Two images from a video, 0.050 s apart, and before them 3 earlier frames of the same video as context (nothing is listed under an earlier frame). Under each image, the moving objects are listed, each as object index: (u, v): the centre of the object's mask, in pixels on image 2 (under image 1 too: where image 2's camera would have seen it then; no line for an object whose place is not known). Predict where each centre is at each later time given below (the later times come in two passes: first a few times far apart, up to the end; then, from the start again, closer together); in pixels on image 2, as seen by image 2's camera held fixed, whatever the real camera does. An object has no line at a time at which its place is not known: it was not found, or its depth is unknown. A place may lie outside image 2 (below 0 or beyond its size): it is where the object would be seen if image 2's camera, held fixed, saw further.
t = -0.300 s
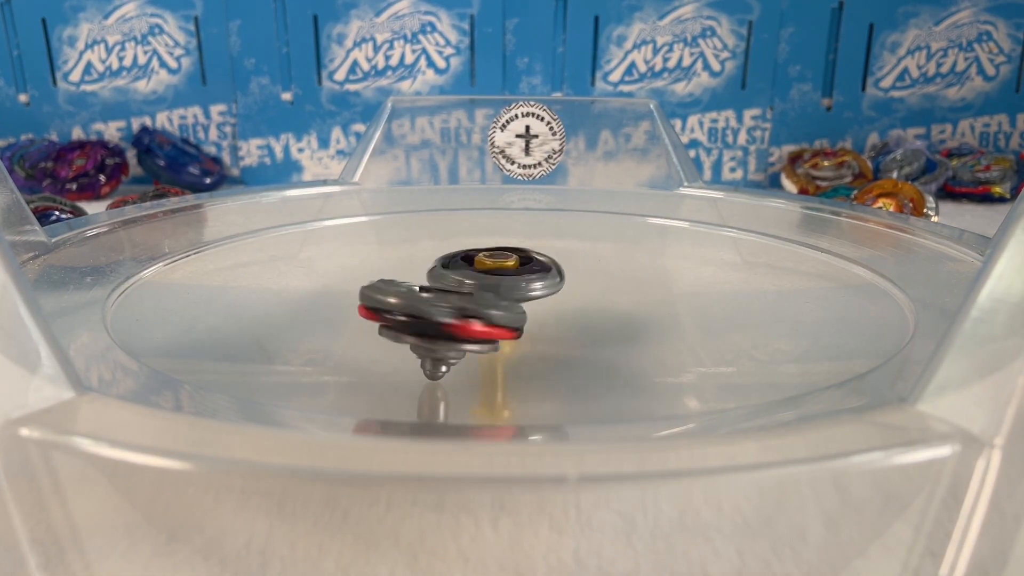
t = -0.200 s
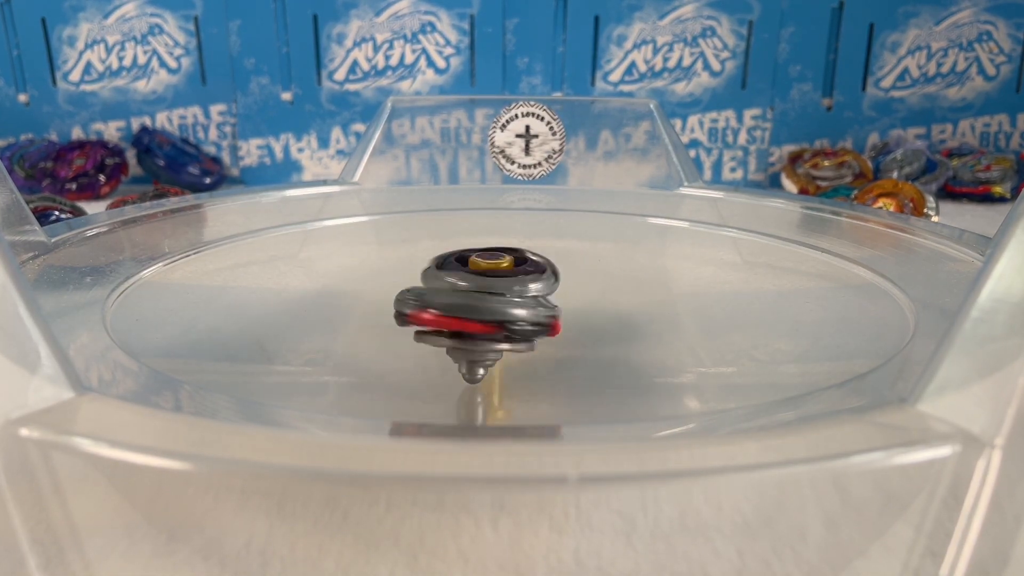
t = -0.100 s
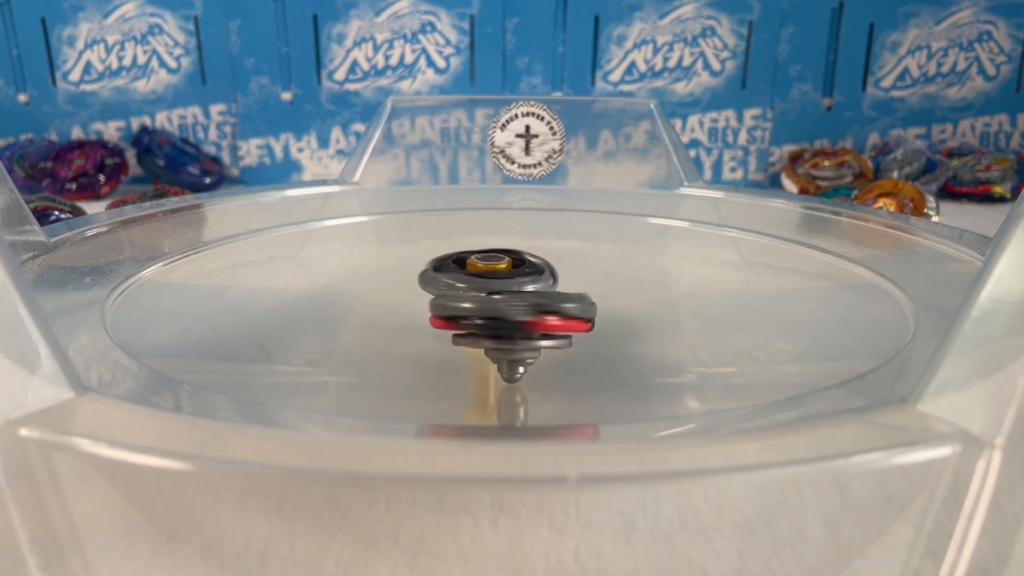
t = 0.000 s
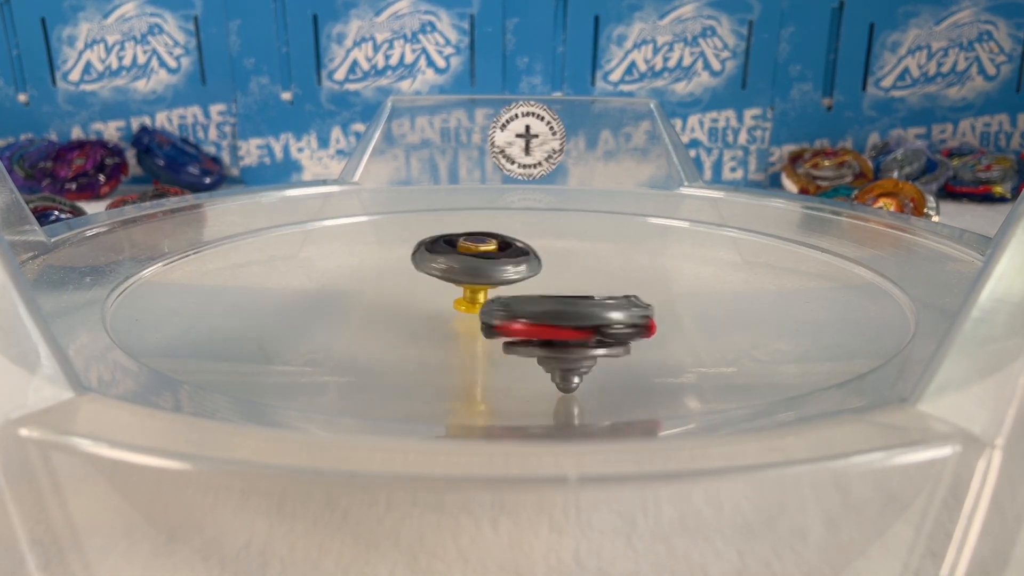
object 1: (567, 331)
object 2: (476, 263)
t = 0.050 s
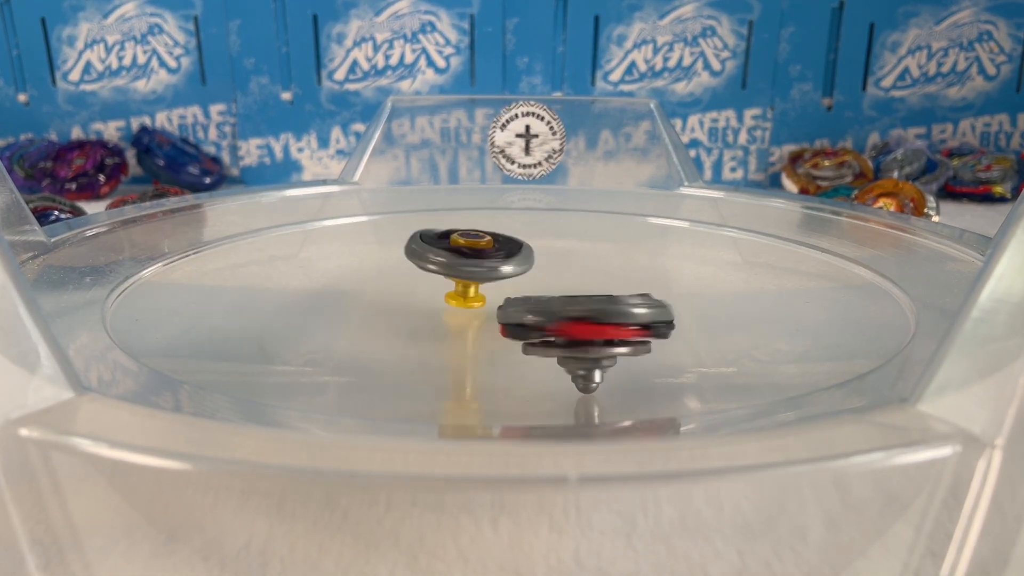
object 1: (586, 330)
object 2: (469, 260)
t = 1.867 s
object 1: (360, 290)
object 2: (551, 286)
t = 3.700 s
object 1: (557, 250)
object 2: (339, 321)
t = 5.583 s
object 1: (585, 270)
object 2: (454, 294)
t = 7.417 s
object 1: (421, 290)
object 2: (570, 289)
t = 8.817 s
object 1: (592, 290)
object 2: (416, 288)
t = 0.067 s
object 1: (591, 330)
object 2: (466, 259)
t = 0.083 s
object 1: (598, 329)
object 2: (464, 258)
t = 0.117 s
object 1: (604, 328)
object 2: (462, 257)
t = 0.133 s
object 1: (609, 328)
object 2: (460, 258)
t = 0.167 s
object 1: (615, 326)
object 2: (455, 257)
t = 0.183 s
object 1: (617, 325)
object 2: (453, 257)
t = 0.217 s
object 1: (625, 323)
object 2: (450, 257)
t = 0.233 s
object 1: (625, 322)
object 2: (450, 257)
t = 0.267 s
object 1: (630, 320)
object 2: (447, 258)
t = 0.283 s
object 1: (631, 318)
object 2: (445, 258)
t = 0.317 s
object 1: (632, 316)
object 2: (443, 258)
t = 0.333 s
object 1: (635, 315)
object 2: (443, 259)
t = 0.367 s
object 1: (633, 312)
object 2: (443, 262)
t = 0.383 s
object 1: (634, 310)
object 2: (442, 262)
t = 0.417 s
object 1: (632, 308)
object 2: (441, 264)
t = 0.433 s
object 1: (631, 307)
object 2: (443, 264)
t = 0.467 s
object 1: (630, 303)
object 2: (447, 267)
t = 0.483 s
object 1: (628, 301)
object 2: (448, 268)
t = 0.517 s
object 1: (626, 298)
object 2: (449, 270)
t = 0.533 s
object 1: (624, 297)
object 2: (451, 271)
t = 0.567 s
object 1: (620, 293)
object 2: (457, 274)
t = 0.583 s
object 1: (617, 292)
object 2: (460, 275)
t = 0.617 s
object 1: (611, 288)
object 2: (464, 278)
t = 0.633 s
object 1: (609, 287)
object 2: (466, 279)
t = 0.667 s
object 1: (628, 282)
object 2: (443, 276)
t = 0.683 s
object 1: (637, 280)
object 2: (433, 277)
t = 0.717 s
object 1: (647, 277)
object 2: (414, 276)
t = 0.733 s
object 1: (649, 276)
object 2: (406, 276)
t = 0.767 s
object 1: (647, 275)
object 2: (397, 278)
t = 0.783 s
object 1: (643, 273)
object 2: (396, 278)
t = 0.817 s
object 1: (635, 272)
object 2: (396, 281)
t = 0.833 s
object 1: (630, 271)
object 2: (396, 283)
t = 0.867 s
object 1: (620, 270)
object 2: (396, 285)
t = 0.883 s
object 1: (614, 270)
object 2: (396, 286)
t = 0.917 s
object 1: (604, 269)
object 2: (400, 288)
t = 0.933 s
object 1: (598, 269)
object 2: (404, 290)
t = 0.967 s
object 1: (587, 268)
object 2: (408, 293)
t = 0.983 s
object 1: (581, 267)
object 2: (410, 293)
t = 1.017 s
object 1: (569, 266)
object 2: (415, 296)
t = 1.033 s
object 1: (563, 266)
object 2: (419, 297)
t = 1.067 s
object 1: (554, 265)
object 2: (429, 299)
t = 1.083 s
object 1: (549, 264)
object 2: (433, 301)
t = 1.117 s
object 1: (540, 261)
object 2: (440, 302)
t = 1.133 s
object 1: (534, 260)
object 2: (444, 303)
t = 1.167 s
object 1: (524, 256)
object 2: (454, 304)
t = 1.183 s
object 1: (518, 254)
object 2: (460, 304)
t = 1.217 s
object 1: (502, 251)
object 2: (470, 306)
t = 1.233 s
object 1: (494, 250)
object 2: (474, 306)
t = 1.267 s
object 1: (480, 250)
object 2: (482, 307)
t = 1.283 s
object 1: (472, 250)
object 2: (488, 307)
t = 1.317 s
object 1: (455, 253)
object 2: (500, 306)
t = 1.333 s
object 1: (450, 254)
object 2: (505, 306)
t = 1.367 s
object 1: (439, 257)
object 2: (512, 306)
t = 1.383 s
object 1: (434, 258)
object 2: (515, 305)
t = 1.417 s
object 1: (424, 262)
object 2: (523, 304)
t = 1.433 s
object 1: (421, 262)
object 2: (528, 303)
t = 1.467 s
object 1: (414, 265)
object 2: (535, 303)
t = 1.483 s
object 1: (411, 266)
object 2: (537, 303)
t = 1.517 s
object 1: (402, 267)
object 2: (541, 301)
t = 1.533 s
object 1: (399, 268)
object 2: (543, 300)
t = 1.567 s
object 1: (391, 270)
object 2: (548, 298)
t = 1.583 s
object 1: (387, 270)
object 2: (551, 298)
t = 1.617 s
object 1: (380, 272)
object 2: (553, 297)
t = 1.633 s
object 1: (377, 272)
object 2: (554, 296)
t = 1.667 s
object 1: (372, 275)
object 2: (554, 294)
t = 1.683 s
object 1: (369, 276)
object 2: (554, 293)
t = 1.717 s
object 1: (365, 278)
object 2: (557, 292)
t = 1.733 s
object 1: (363, 279)
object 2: (557, 291)
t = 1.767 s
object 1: (361, 282)
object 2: (555, 290)
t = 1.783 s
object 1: (360, 282)
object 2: (554, 289)
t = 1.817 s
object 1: (359, 286)
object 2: (552, 288)
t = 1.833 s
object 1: (359, 286)
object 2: (552, 287)
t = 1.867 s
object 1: (360, 290)
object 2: (551, 286)
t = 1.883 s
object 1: (361, 291)
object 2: (550, 286)
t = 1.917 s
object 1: (364, 294)
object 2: (545, 285)
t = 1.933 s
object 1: (366, 295)
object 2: (543, 285)
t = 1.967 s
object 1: (371, 298)
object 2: (539, 283)
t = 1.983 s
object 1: (373, 300)
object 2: (538, 283)
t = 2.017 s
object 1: (380, 303)
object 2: (535, 283)
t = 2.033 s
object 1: (383, 304)
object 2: (532, 283)
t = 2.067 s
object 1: (391, 307)
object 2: (526, 282)
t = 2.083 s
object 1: (396, 308)
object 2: (524, 283)
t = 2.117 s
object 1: (405, 311)
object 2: (521, 282)
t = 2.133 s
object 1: (410, 312)
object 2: (520, 282)
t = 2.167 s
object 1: (421, 314)
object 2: (517, 282)
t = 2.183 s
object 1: (428, 315)
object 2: (515, 280)
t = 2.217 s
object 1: (429, 318)
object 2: (517, 276)
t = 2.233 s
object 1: (430, 320)
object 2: (521, 275)
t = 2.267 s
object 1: (436, 324)
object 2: (528, 270)
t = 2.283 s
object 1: (443, 324)
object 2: (531, 267)
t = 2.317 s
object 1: (453, 325)
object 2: (533, 266)
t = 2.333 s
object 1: (462, 326)
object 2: (531, 263)
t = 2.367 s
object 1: (472, 327)
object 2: (527, 261)
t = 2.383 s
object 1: (481, 327)
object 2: (526, 261)
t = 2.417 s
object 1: (491, 327)
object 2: (523, 259)
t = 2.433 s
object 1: (498, 326)
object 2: (522, 259)
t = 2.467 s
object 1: (510, 325)
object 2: (520, 259)
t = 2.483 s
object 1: (516, 325)
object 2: (518, 259)
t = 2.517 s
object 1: (528, 324)
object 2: (514, 259)
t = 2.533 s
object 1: (532, 323)
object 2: (511, 259)
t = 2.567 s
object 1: (544, 322)
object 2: (508, 259)
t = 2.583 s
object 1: (546, 321)
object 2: (507, 259)
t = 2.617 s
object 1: (557, 319)
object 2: (505, 260)
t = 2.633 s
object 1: (560, 318)
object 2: (504, 260)
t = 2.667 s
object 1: (569, 315)
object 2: (499, 263)
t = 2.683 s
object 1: (572, 314)
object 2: (497, 264)
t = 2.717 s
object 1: (580, 311)
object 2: (494, 267)
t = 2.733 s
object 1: (583, 309)
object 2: (493, 268)
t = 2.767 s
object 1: (588, 306)
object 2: (493, 270)
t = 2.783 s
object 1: (592, 304)
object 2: (492, 271)
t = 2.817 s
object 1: (605, 300)
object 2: (481, 268)
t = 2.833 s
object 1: (617, 298)
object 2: (469, 268)
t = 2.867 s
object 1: (636, 297)
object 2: (444, 262)
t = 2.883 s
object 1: (643, 300)
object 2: (434, 261)
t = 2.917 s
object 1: (650, 297)
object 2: (417, 258)
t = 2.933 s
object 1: (650, 299)
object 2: (411, 258)
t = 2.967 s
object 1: (649, 296)
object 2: (402, 259)
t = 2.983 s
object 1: (646, 295)
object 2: (398, 260)
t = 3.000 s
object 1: (644, 295)
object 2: (394, 261)
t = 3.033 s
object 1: (635, 292)
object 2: (388, 263)
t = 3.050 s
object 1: (629, 292)
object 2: (386, 264)
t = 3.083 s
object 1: (621, 289)
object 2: (383, 266)
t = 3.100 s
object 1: (616, 287)
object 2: (383, 267)
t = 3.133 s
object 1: (605, 285)
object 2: (384, 270)
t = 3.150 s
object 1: (600, 284)
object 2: (384, 272)
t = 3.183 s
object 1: (589, 282)
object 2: (384, 274)
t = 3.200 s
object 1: (584, 281)
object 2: (385, 275)
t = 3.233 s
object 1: (573, 279)
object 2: (388, 278)
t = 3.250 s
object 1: (567, 278)
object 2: (391, 280)
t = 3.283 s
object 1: (556, 276)
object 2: (398, 282)
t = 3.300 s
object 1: (551, 274)
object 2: (401, 284)
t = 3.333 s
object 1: (541, 272)
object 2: (408, 287)
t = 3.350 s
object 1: (537, 271)
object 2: (410, 287)
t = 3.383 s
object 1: (551, 261)
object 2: (377, 293)
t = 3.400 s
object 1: (563, 258)
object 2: (355, 295)
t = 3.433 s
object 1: (578, 249)
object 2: (318, 298)
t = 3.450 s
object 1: (585, 246)
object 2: (304, 300)
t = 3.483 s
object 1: (591, 241)
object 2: (288, 302)
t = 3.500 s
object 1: (592, 240)
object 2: (286, 304)
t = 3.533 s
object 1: (591, 239)
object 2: (289, 307)
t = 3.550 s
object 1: (590, 239)
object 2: (292, 310)
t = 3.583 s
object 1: (584, 241)
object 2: (299, 313)
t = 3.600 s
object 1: (580, 242)
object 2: (303, 313)
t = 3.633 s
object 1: (572, 244)
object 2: (313, 316)
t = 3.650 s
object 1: (569, 245)
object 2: (320, 318)
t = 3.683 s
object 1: (562, 248)
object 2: (332, 320)
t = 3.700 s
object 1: (557, 250)
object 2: (339, 321)
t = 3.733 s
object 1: (549, 254)
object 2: (353, 323)
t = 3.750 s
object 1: (546, 255)
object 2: (361, 324)
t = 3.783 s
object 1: (538, 258)
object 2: (378, 324)
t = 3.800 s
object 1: (533, 260)
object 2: (386, 325)
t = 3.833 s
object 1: (525, 264)
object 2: (400, 326)
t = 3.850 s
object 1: (521, 265)
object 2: (406, 326)
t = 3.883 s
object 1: (514, 267)
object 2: (418, 326)
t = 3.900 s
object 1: (510, 268)
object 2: (425, 326)
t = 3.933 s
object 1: (504, 269)
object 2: (437, 325)
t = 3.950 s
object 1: (500, 269)
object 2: (443, 325)
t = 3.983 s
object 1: (493, 269)
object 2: (455, 324)
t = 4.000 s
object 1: (490, 269)
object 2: (461, 323)
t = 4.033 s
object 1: (481, 269)
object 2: (472, 321)
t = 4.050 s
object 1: (476, 268)
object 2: (476, 326)
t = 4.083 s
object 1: (472, 263)
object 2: (487, 333)
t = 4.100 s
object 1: (474, 261)
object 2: (493, 335)
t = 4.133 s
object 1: (473, 258)
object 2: (507, 338)
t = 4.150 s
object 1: (471, 258)
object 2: (515, 339)
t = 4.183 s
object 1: (469, 253)
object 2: (531, 339)
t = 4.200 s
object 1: (468, 254)
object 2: (538, 338)
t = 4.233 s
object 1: (470, 254)
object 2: (551, 337)
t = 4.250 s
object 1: (473, 256)
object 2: (557, 337)
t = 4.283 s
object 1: (478, 258)
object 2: (568, 335)
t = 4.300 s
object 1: (480, 259)
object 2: (572, 334)
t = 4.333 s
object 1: (488, 263)
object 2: (580, 333)
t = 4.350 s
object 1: (493, 264)
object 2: (583, 331)
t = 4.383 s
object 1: (501, 267)
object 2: (588, 329)
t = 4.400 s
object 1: (503, 267)
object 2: (590, 328)
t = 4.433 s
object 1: (509, 269)
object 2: (594, 325)
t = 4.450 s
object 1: (513, 269)
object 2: (594, 323)
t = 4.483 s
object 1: (519, 270)
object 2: (595, 320)
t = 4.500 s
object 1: (521, 270)
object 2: (596, 319)
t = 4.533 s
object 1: (526, 271)
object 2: (595, 316)
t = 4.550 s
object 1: (530, 271)
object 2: (595, 316)
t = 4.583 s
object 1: (534, 267)
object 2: (611, 321)
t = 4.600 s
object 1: (536, 265)
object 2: (617, 323)
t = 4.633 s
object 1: (537, 262)
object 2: (625, 325)
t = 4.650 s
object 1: (535, 260)
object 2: (627, 325)
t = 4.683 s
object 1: (537, 258)
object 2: (631, 324)
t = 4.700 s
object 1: (541, 257)
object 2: (632, 324)
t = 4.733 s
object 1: (547, 256)
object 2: (634, 322)
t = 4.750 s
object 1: (550, 255)
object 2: (633, 321)
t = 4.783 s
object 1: (558, 253)
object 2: (633, 318)
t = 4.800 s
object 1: (562, 252)
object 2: (632, 317)
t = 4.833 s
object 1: (569, 251)
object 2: (630, 315)
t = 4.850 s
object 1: (573, 250)
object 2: (628, 314)
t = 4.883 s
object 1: (579, 249)
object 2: (624, 311)
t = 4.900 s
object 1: (582, 249)
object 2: (622, 310)
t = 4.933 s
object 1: (589, 248)
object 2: (616, 308)
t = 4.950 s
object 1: (592, 248)
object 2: (613, 307)
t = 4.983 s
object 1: (597, 248)
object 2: (606, 304)
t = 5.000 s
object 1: (600, 247)
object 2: (602, 303)
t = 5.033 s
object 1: (605, 247)
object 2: (594, 301)
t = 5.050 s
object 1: (606, 248)
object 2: (590, 300)
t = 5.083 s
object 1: (609, 248)
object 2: (580, 300)
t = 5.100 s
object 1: (612, 248)
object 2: (576, 300)
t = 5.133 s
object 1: (614, 249)
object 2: (565, 300)
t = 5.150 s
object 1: (614, 249)
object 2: (560, 300)
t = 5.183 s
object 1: (615, 250)
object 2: (550, 300)
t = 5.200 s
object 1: (616, 251)
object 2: (547, 299)
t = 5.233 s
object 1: (615, 254)
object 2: (537, 298)
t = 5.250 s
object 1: (615, 255)
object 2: (531, 298)
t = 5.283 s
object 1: (617, 255)
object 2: (513, 299)
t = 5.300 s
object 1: (615, 255)
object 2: (505, 300)
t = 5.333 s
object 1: (615, 255)
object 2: (494, 300)
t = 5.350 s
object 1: (615, 256)
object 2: (489, 300)
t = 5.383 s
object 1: (614, 257)
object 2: (481, 299)
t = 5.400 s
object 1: (613, 257)
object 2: (478, 299)
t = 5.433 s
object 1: (610, 259)
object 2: (472, 298)
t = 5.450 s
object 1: (608, 259)
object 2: (469, 297)
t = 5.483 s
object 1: (603, 262)
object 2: (465, 297)
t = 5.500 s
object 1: (600, 263)
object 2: (463, 296)
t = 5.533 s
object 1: (594, 265)
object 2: (459, 295)
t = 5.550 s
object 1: (592, 267)
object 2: (458, 295)
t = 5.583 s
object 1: (585, 270)
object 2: (454, 294)
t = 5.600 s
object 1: (582, 270)
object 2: (452, 293)
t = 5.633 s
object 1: (580, 272)
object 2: (444, 293)
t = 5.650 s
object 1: (593, 268)
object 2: (427, 290)
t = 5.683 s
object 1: (615, 265)
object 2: (396, 293)
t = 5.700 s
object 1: (621, 266)
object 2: (384, 292)
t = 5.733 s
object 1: (630, 263)
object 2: (366, 291)
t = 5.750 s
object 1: (634, 263)
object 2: (360, 291)
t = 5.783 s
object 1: (636, 264)
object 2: (353, 291)
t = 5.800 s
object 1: (638, 264)
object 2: (351, 290)
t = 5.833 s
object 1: (641, 266)
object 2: (351, 291)
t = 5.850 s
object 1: (641, 267)
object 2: (353, 291)
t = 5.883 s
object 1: (644, 269)
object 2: (356, 291)
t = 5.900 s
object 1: (643, 271)
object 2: (358, 291)
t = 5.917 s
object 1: (644, 272)
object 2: (361, 292)
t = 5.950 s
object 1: (642, 275)
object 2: (367, 292)
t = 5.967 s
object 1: (642, 276)
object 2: (370, 292)
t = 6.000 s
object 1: (640, 279)
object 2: (378, 292)
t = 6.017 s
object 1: (638, 280)
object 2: (383, 292)
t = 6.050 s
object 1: (634, 283)
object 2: (391, 292)
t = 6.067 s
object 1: (630, 284)
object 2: (396, 292)
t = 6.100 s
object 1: (625, 287)
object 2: (406, 292)
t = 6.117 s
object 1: (621, 289)
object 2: (412, 293)
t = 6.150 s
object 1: (614, 291)
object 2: (423, 292)
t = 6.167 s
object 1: (611, 293)
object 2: (428, 292)
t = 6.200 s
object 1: (602, 295)
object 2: (438, 291)
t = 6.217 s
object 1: (599, 297)
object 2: (443, 291)
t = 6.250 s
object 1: (606, 299)
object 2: (436, 288)
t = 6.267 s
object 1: (619, 300)
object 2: (424, 285)
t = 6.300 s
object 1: (634, 302)
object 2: (407, 281)
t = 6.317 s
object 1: (637, 302)
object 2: (401, 279)
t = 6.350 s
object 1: (638, 304)
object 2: (397, 277)
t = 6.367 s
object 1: (635, 306)
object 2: (398, 276)
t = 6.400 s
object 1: (633, 308)
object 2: (400, 276)
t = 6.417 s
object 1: (631, 309)
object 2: (403, 276)
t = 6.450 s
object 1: (627, 311)
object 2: (410, 276)
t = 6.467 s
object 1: (624, 312)
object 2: (414, 276)
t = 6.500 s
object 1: (617, 314)
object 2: (421, 276)
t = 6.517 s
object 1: (616, 315)
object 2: (425, 276)
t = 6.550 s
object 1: (608, 316)
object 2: (432, 276)
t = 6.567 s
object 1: (606, 317)
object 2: (436, 276)
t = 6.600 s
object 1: (597, 318)
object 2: (444, 277)
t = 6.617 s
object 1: (592, 319)
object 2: (449, 278)
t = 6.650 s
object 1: (583, 320)
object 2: (457, 279)
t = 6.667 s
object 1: (579, 320)
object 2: (459, 278)
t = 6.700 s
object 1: (570, 321)
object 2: (467, 278)
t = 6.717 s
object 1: (563, 321)
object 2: (469, 276)
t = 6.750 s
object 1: (554, 320)
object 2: (477, 272)
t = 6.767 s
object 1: (547, 321)
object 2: (483, 269)
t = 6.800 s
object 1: (537, 320)
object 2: (492, 267)
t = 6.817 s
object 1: (532, 320)
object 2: (495, 265)
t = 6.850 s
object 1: (523, 319)
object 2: (504, 263)
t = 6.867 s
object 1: (518, 320)
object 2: (510, 264)
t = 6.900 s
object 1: (509, 320)
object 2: (518, 263)
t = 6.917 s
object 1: (505, 320)
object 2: (523, 263)
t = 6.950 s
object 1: (494, 319)
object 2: (530, 264)
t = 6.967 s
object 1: (492, 318)
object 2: (534, 265)
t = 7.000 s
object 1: (481, 318)
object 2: (542, 267)
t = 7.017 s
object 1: (478, 317)
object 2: (545, 267)
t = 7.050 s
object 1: (468, 315)
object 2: (551, 271)
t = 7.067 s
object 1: (466, 314)
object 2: (552, 272)
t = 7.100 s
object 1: (458, 312)
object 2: (555, 275)
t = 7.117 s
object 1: (456, 311)
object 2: (556, 277)
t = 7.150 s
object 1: (449, 309)
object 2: (558, 279)
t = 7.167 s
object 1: (446, 308)
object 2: (560, 280)
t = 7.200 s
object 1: (440, 306)
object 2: (562, 281)
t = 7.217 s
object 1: (439, 304)
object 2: (564, 282)
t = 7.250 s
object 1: (433, 303)
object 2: (567, 284)
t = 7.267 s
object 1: (432, 301)
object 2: (569, 284)
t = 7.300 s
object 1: (428, 298)
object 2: (571, 284)
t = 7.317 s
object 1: (426, 297)
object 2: (571, 284)
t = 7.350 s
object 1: (424, 295)
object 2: (570, 285)
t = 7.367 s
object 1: (423, 293)
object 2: (571, 287)
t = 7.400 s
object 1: (422, 292)
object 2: (570, 288)
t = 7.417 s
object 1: (421, 290)
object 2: (570, 289)
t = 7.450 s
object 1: (421, 288)
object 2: (571, 290)
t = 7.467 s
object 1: (420, 286)
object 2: (572, 291)
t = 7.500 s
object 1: (421, 285)
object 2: (572, 292)
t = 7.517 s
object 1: (421, 283)
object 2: (572, 293)
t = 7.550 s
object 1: (423, 281)
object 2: (571, 294)
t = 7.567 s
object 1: (423, 280)
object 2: (571, 294)
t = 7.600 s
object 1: (426, 278)
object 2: (568, 296)
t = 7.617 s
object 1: (427, 277)
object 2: (566, 297)
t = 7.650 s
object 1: (431, 276)
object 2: (564, 298)
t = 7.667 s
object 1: (432, 275)
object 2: (562, 299)
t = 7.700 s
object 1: (436, 273)
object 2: (560, 300)
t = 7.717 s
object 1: (436, 272)
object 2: (558, 300)
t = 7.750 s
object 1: (442, 271)
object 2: (556, 301)
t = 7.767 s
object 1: (443, 270)
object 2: (554, 302)
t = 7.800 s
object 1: (449, 269)
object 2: (549, 303)
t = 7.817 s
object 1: (450, 268)
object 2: (546, 303)
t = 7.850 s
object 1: (455, 266)
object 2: (541, 305)
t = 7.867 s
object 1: (456, 265)
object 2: (543, 306)
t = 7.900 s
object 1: (461, 263)
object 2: (545, 308)
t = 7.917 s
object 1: (462, 262)
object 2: (544, 308)
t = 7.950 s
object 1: (468, 261)
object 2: (542, 309)
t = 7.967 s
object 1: (470, 260)
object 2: (541, 309)
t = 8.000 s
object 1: (477, 259)
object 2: (538, 310)
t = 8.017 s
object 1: (478, 259)
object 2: (536, 310)
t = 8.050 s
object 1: (485, 257)
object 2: (529, 311)
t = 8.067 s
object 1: (487, 257)
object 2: (526, 311)
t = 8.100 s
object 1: (494, 257)
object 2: (521, 311)
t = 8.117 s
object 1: (497, 255)
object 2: (519, 309)
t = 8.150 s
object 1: (504, 256)
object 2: (513, 309)
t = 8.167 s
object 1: (506, 256)
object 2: (511, 309)
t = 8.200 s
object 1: (513, 257)
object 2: (506, 309)
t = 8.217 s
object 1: (516, 257)
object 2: (503, 309)
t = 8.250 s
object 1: (525, 259)
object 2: (495, 309)
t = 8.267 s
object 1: (528, 259)
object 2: (492, 309)
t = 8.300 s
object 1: (534, 261)
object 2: (486, 308)
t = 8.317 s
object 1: (536, 261)
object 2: (483, 307)
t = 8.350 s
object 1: (543, 263)
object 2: (476, 307)
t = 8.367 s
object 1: (545, 264)
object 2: (474, 307)
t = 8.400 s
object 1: (551, 268)
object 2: (469, 306)
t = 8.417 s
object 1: (554, 268)
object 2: (467, 306)
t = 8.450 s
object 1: (557, 271)
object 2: (460, 305)
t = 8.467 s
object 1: (559, 272)
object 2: (457, 304)
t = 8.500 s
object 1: (561, 275)
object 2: (452, 303)
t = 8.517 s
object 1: (564, 275)
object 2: (450, 302)
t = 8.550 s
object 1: (567, 277)
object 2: (444, 301)
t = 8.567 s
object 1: (570, 278)
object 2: (442, 301)
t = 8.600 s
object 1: (571, 279)
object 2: (438, 299)
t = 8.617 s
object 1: (573, 280)
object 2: (436, 299)
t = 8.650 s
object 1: (575, 282)
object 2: (432, 297)
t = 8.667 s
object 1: (576, 283)
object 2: (431, 296)
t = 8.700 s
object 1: (577, 284)
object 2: (431, 295)
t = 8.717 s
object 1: (578, 285)
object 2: (431, 294)
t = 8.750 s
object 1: (578, 287)
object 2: (433, 293)
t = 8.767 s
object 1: (579, 288)
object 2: (434, 292)
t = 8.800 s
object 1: (587, 289)
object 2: (424, 290)
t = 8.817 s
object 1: (592, 290)
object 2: (416, 288)
